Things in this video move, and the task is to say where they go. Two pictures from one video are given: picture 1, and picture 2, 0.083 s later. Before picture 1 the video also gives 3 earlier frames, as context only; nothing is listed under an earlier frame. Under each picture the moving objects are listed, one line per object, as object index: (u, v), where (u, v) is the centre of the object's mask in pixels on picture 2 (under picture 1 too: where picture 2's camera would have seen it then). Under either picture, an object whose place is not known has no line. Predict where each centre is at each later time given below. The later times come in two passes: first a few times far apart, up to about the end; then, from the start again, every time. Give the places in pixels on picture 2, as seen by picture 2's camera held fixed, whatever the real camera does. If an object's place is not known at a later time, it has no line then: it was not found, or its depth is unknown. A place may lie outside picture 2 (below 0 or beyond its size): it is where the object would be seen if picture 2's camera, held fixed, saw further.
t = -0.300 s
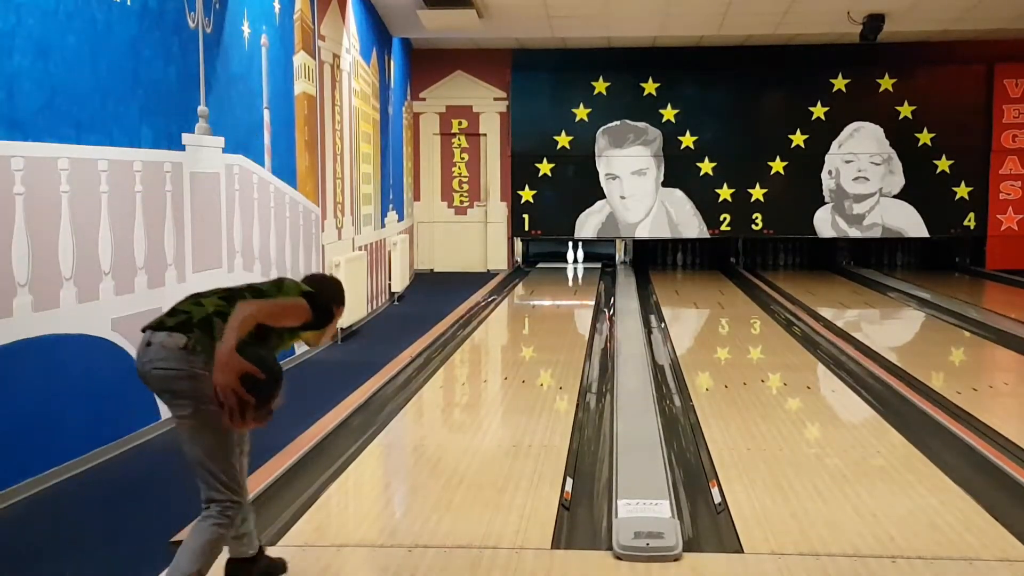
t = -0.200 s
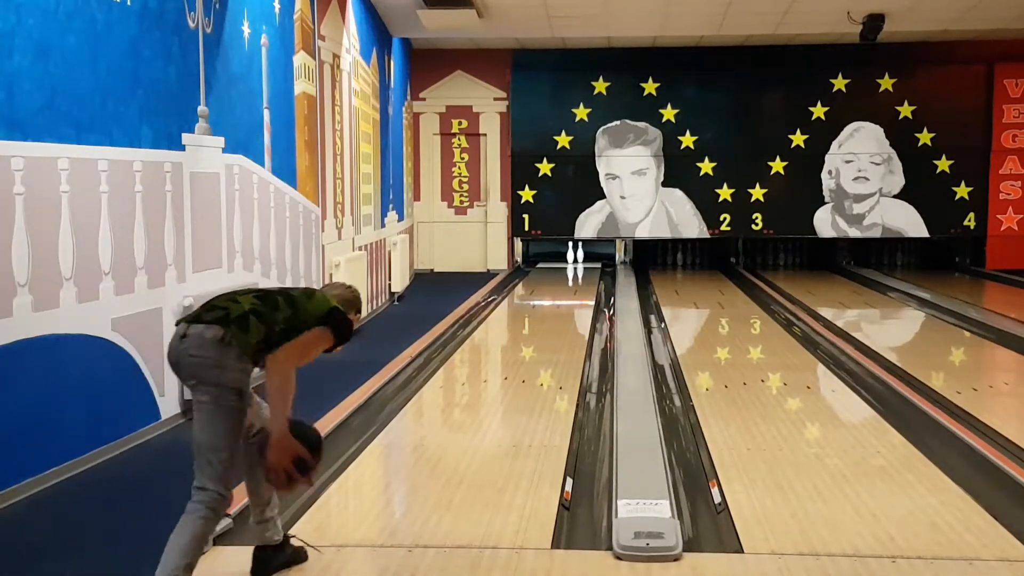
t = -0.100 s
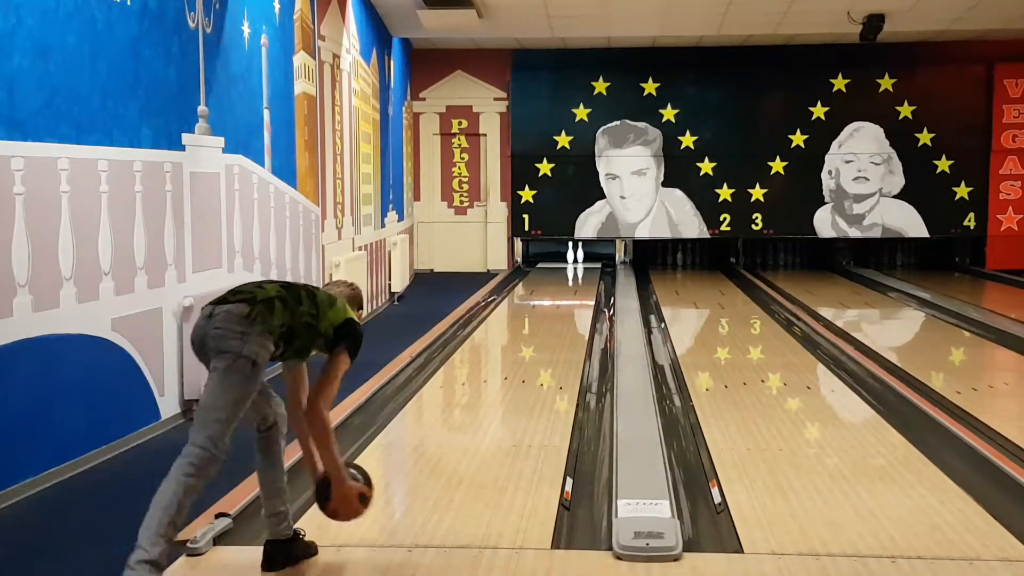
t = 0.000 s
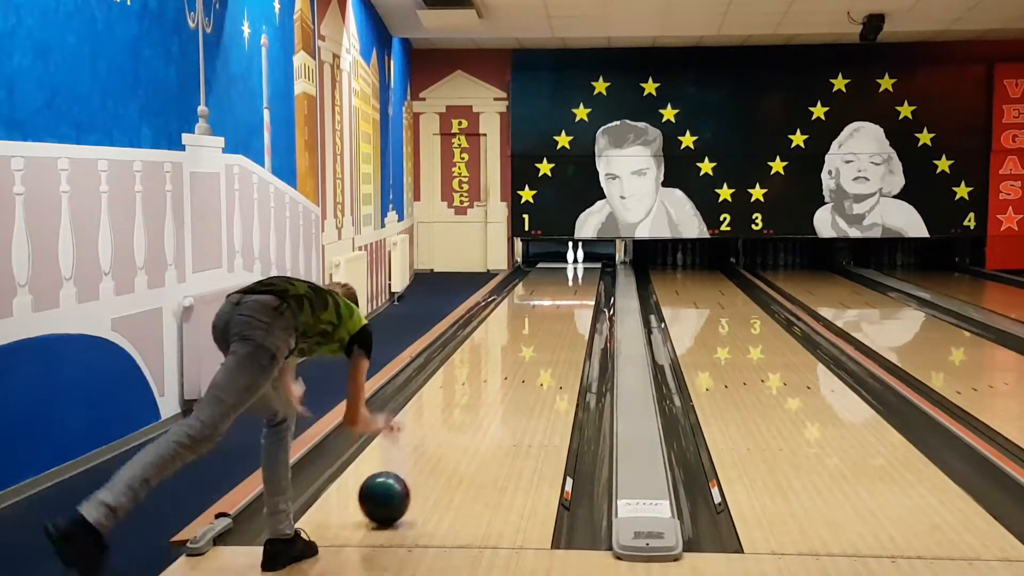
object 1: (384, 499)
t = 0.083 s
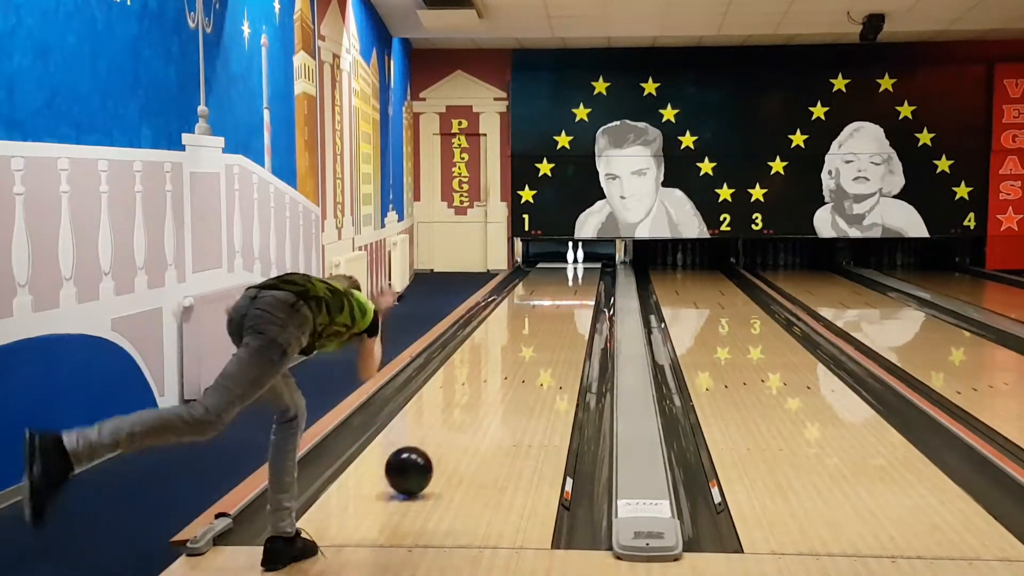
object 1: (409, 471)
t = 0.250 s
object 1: (448, 433)
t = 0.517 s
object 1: (489, 388)
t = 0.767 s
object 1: (514, 359)
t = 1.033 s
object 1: (533, 336)
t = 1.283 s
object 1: (546, 319)
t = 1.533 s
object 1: (556, 306)
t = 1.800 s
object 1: (563, 294)
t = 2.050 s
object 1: (569, 285)
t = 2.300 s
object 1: (572, 277)
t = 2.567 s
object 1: (572, 271)
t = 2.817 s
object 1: (569, 266)
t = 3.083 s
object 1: (566, 260)
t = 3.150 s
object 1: (565, 259)
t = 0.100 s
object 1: (413, 468)
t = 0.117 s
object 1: (417, 464)
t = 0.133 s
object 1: (422, 460)
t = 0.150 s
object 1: (426, 456)
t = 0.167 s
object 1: (430, 452)
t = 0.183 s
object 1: (434, 448)
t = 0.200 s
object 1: (437, 444)
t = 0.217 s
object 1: (441, 440)
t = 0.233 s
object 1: (445, 437)
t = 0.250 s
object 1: (448, 433)
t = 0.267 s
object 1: (451, 430)
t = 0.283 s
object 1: (454, 426)
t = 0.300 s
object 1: (457, 423)
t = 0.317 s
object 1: (460, 420)
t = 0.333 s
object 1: (463, 417)
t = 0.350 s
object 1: (466, 414)
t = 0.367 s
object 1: (468, 411)
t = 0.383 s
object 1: (471, 408)
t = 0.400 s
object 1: (473, 406)
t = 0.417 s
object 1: (476, 403)
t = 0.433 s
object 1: (478, 400)
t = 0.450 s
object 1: (480, 398)
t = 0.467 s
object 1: (483, 395)
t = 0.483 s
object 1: (485, 393)
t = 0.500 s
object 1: (487, 391)
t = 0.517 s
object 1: (489, 388)
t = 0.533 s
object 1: (491, 386)
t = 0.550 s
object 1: (493, 384)
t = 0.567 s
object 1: (495, 381)
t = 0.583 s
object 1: (497, 379)
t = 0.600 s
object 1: (498, 377)
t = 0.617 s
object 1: (500, 375)
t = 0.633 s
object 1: (502, 373)
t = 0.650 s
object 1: (503, 371)
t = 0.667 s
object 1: (505, 370)
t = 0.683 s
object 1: (507, 368)
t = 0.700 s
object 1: (508, 366)
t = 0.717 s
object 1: (510, 364)
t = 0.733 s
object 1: (511, 362)
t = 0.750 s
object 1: (512, 361)
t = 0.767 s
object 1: (514, 359)
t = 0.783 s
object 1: (515, 357)
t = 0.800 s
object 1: (517, 356)
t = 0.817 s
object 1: (518, 354)
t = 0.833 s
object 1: (519, 353)
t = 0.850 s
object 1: (521, 351)
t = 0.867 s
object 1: (522, 350)
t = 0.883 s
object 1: (523, 348)
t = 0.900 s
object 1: (524, 347)
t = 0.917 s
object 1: (525, 345)
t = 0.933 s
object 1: (527, 344)
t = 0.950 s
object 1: (528, 342)
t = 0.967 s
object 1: (529, 341)
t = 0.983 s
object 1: (530, 340)
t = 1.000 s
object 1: (531, 338)
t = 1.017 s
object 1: (532, 337)
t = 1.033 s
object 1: (533, 336)
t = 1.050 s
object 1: (534, 334)
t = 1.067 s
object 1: (535, 333)
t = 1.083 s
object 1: (536, 332)
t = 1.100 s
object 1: (537, 331)
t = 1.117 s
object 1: (538, 330)
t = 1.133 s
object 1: (539, 329)
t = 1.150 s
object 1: (540, 328)
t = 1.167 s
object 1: (540, 327)
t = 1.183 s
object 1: (541, 325)
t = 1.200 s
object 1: (542, 324)
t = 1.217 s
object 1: (543, 323)
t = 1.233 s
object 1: (544, 322)
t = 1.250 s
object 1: (545, 321)
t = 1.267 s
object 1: (545, 320)
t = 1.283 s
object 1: (546, 319)
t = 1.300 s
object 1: (547, 318)
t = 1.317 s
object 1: (548, 317)
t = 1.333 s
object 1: (548, 316)
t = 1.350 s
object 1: (549, 315)
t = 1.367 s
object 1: (550, 314)
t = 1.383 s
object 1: (550, 313)
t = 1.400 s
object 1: (551, 313)
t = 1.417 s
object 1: (552, 312)
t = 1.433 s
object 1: (552, 311)
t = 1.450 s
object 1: (553, 310)
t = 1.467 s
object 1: (553, 309)
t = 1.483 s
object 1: (554, 308)
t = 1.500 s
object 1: (554, 307)
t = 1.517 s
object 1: (555, 306)
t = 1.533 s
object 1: (556, 306)
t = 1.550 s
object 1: (556, 305)
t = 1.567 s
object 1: (557, 304)
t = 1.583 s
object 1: (557, 303)
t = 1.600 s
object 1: (558, 303)
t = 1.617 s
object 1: (558, 302)
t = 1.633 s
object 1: (559, 301)
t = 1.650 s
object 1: (559, 300)
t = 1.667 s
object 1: (560, 299)
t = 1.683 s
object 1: (560, 299)
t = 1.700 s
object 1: (561, 298)
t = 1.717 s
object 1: (561, 297)
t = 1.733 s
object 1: (562, 297)
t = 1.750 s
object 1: (562, 296)
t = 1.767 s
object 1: (562, 295)
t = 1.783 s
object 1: (563, 295)
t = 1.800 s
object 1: (563, 294)
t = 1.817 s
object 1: (564, 293)
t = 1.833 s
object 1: (564, 292)
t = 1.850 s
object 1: (565, 292)
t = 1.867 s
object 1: (565, 291)
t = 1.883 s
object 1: (566, 291)
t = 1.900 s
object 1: (566, 290)
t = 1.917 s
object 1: (566, 290)
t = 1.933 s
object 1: (567, 289)
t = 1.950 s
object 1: (567, 289)
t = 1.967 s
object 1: (568, 288)
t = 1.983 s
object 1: (568, 288)
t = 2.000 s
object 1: (568, 287)
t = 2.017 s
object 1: (568, 286)
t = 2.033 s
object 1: (569, 286)
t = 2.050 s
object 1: (569, 285)
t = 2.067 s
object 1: (569, 284)
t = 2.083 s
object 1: (569, 284)
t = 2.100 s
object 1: (570, 284)
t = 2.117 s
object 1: (570, 283)
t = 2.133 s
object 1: (570, 282)
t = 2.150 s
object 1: (570, 282)
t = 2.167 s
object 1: (571, 281)
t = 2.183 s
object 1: (571, 281)
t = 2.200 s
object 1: (571, 280)
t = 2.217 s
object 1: (571, 280)
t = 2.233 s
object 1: (572, 279)
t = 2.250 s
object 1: (572, 279)
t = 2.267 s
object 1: (572, 278)
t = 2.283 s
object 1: (572, 278)
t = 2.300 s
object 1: (572, 277)
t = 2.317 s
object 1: (572, 277)
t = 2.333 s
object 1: (572, 277)
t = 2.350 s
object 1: (572, 276)
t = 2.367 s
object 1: (572, 276)
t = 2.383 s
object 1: (572, 275)
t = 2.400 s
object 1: (572, 275)
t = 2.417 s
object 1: (572, 275)
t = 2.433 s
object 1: (572, 274)
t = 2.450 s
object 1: (572, 273)
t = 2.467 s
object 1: (572, 273)
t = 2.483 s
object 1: (572, 273)
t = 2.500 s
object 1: (572, 272)
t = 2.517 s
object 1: (572, 272)
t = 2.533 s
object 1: (572, 271)
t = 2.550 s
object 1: (572, 271)
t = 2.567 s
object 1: (572, 271)
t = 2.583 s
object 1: (571, 270)
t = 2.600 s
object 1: (571, 270)
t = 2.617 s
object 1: (571, 269)
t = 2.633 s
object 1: (571, 269)
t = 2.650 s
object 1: (571, 269)
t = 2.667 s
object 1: (571, 269)
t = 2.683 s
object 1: (570, 268)
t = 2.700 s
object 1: (570, 268)
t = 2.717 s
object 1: (570, 268)
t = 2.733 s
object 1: (570, 267)
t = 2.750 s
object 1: (569, 267)
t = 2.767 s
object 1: (569, 267)
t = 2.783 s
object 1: (569, 266)
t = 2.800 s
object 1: (569, 266)
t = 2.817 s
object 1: (569, 266)
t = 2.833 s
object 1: (569, 265)
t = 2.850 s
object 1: (569, 265)
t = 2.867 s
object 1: (569, 264)
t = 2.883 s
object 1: (568, 264)
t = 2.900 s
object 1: (568, 264)
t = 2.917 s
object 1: (568, 263)
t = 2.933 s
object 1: (568, 263)
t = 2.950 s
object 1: (567, 263)
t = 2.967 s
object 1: (567, 262)
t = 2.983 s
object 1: (567, 262)
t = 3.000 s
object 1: (567, 262)
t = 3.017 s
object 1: (567, 262)
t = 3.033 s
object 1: (567, 262)
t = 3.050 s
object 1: (567, 261)
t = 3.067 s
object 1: (566, 260)
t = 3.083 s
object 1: (566, 260)
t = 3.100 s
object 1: (566, 260)
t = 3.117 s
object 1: (566, 259)
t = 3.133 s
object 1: (565, 260)
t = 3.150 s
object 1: (565, 259)
